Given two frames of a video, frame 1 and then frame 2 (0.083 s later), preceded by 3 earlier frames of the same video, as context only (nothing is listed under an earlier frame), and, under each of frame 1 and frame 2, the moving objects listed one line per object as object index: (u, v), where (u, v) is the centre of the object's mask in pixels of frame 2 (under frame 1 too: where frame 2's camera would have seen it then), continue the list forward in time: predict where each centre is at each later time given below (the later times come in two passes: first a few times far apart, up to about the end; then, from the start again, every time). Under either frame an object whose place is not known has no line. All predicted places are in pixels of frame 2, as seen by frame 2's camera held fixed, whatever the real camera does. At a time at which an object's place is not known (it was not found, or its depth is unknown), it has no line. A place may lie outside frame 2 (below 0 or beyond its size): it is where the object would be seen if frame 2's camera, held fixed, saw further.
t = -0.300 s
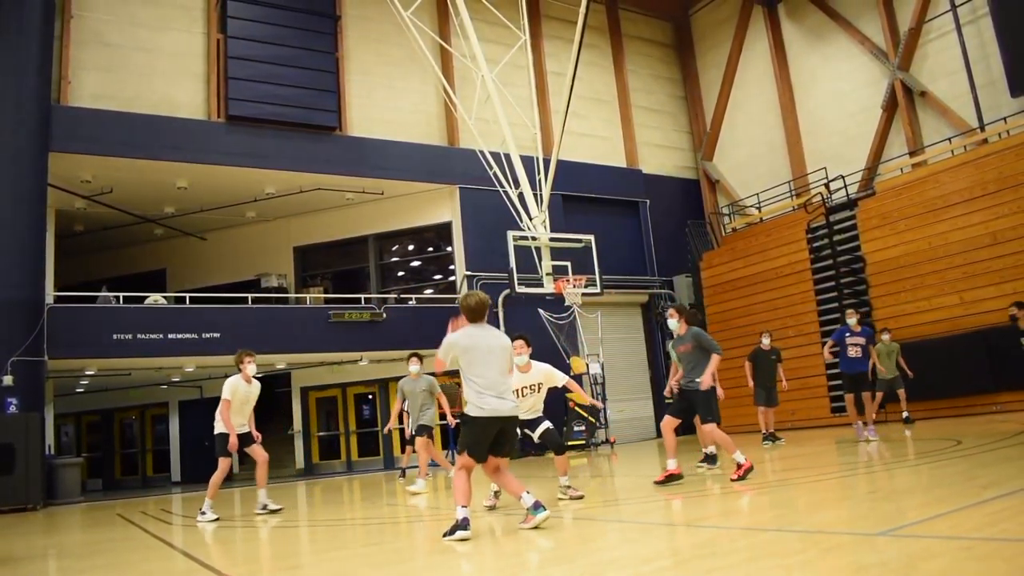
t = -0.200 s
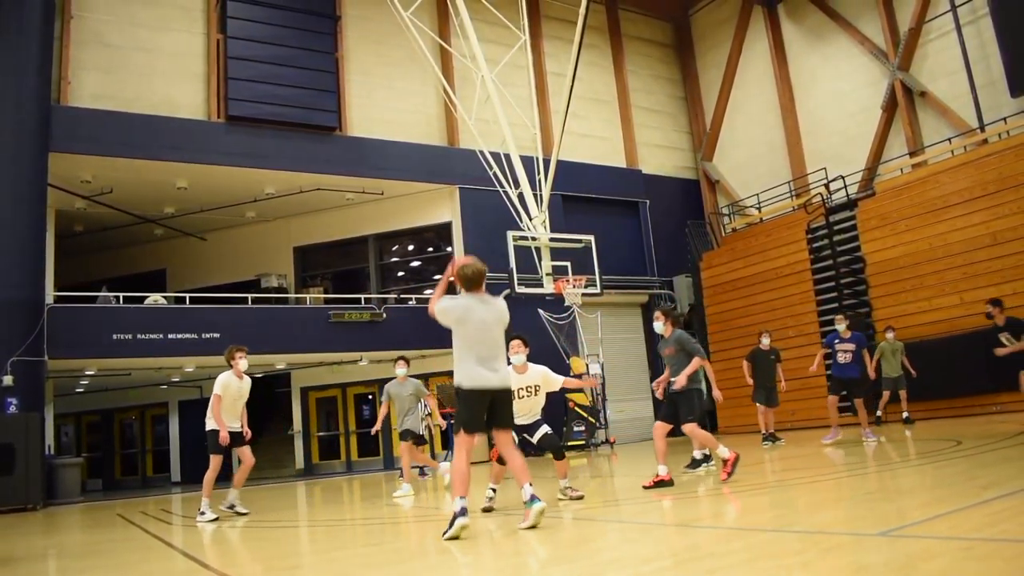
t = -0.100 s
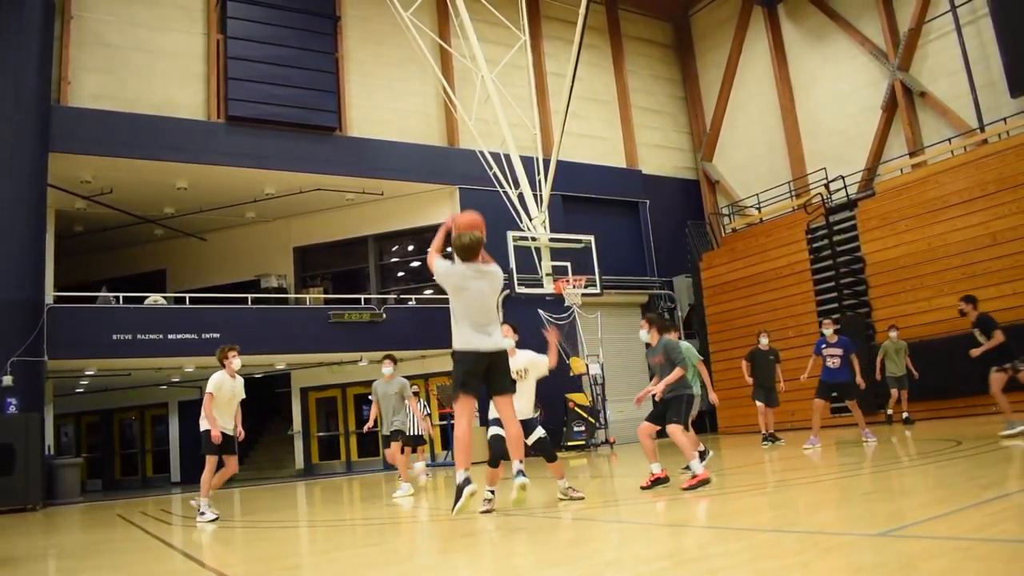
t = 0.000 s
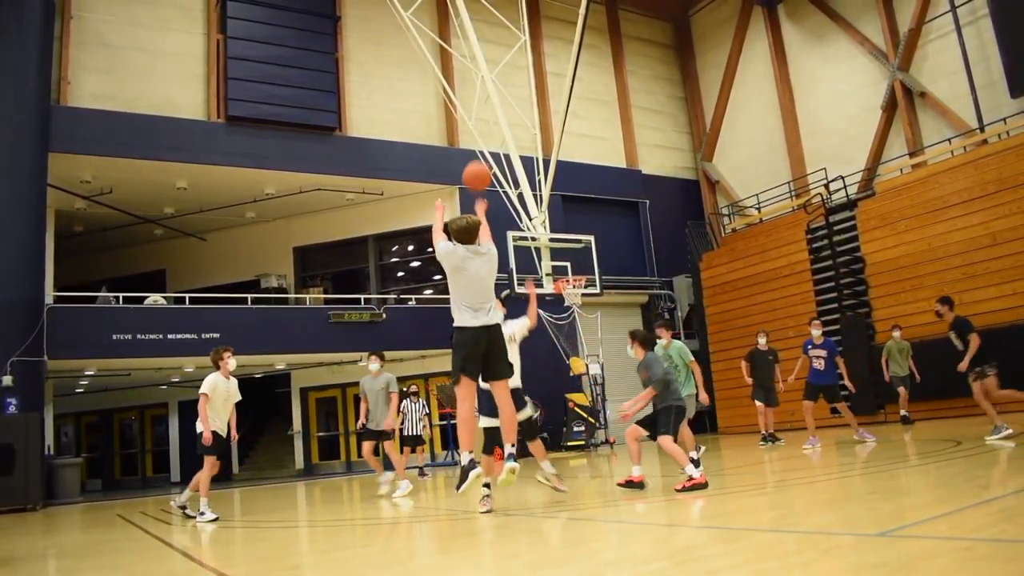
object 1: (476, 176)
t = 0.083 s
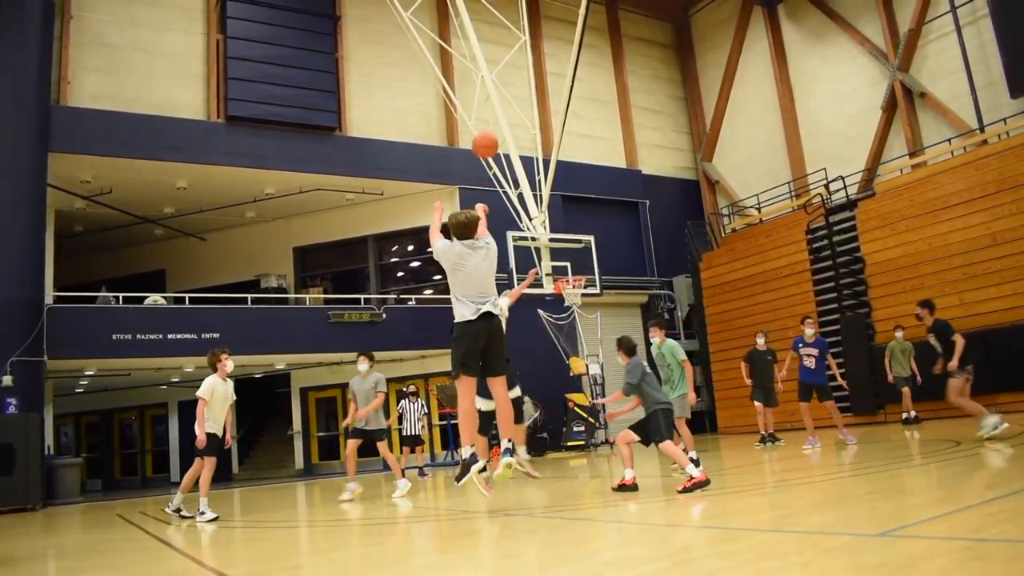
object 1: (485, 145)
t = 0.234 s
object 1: (499, 115)
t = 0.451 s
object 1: (517, 112)
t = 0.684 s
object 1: (535, 143)
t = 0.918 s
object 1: (554, 199)
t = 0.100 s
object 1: (486, 140)
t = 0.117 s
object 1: (488, 135)
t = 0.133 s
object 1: (489, 132)
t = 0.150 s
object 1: (491, 128)
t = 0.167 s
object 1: (493, 124)
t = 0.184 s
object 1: (494, 122)
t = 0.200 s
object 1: (495, 119)
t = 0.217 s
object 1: (497, 117)
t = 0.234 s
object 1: (499, 115)
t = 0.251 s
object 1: (500, 113)
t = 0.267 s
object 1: (501, 112)
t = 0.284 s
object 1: (503, 110)
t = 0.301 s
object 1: (504, 109)
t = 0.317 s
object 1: (506, 109)
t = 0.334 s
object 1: (507, 109)
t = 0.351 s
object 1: (508, 109)
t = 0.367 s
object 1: (510, 109)
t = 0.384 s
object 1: (511, 109)
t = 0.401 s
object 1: (513, 109)
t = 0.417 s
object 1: (514, 110)
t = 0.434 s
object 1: (515, 111)
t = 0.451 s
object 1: (517, 112)
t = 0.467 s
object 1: (518, 113)
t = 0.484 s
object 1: (519, 114)
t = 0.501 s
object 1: (521, 116)
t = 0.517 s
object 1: (522, 118)
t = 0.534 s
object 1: (523, 120)
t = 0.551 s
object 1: (525, 122)
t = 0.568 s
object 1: (526, 124)
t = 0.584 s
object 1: (527, 126)
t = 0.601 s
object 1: (529, 128)
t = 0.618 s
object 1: (530, 131)
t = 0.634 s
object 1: (531, 134)
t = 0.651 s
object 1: (533, 137)
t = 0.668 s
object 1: (534, 140)
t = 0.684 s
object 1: (535, 143)
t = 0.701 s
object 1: (537, 146)
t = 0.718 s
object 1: (538, 149)
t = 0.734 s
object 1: (539, 153)
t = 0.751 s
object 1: (541, 156)
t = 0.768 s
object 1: (542, 160)
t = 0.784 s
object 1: (544, 164)
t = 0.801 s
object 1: (545, 168)
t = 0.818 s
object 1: (546, 172)
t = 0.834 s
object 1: (547, 176)
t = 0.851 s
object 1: (549, 181)
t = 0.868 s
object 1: (551, 185)
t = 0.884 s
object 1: (552, 190)
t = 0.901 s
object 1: (553, 194)
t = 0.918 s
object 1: (554, 199)
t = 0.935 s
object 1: (556, 204)
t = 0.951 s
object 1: (557, 209)
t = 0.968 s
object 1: (558, 214)
